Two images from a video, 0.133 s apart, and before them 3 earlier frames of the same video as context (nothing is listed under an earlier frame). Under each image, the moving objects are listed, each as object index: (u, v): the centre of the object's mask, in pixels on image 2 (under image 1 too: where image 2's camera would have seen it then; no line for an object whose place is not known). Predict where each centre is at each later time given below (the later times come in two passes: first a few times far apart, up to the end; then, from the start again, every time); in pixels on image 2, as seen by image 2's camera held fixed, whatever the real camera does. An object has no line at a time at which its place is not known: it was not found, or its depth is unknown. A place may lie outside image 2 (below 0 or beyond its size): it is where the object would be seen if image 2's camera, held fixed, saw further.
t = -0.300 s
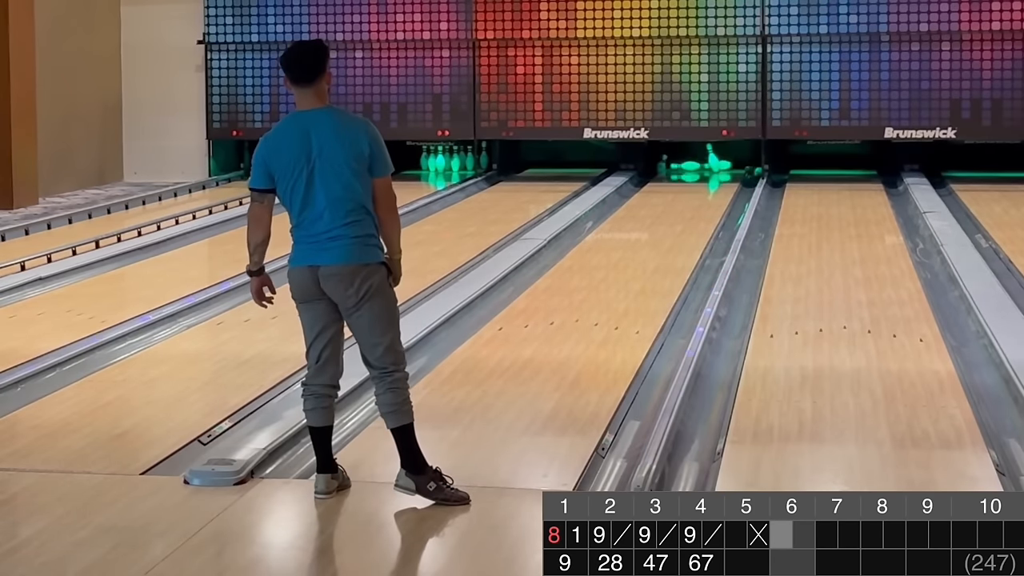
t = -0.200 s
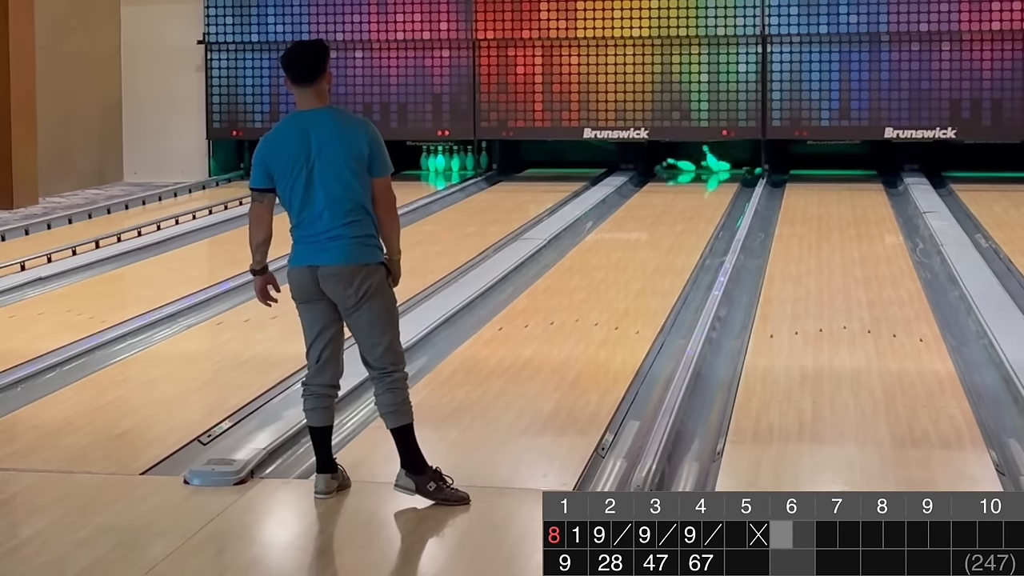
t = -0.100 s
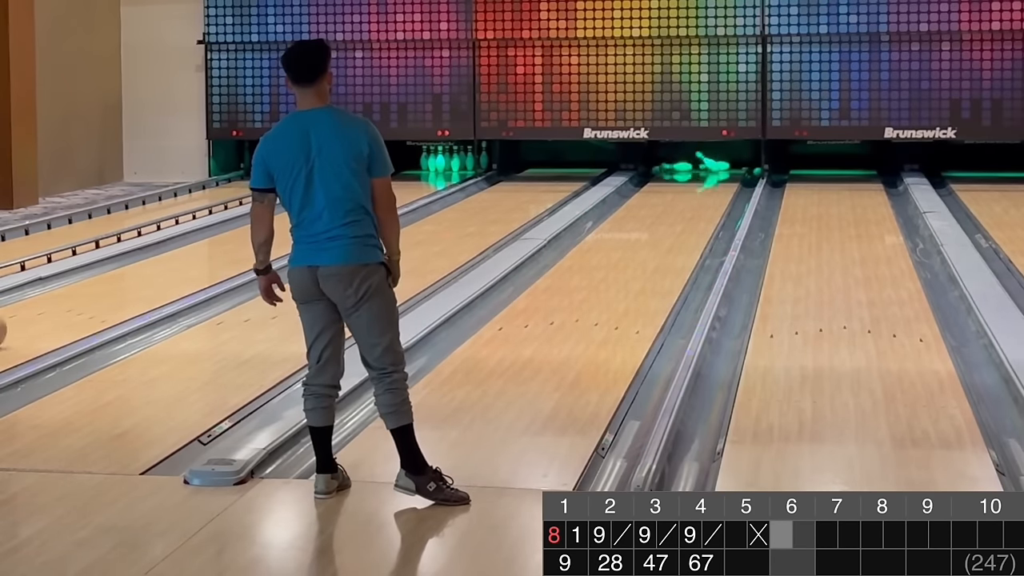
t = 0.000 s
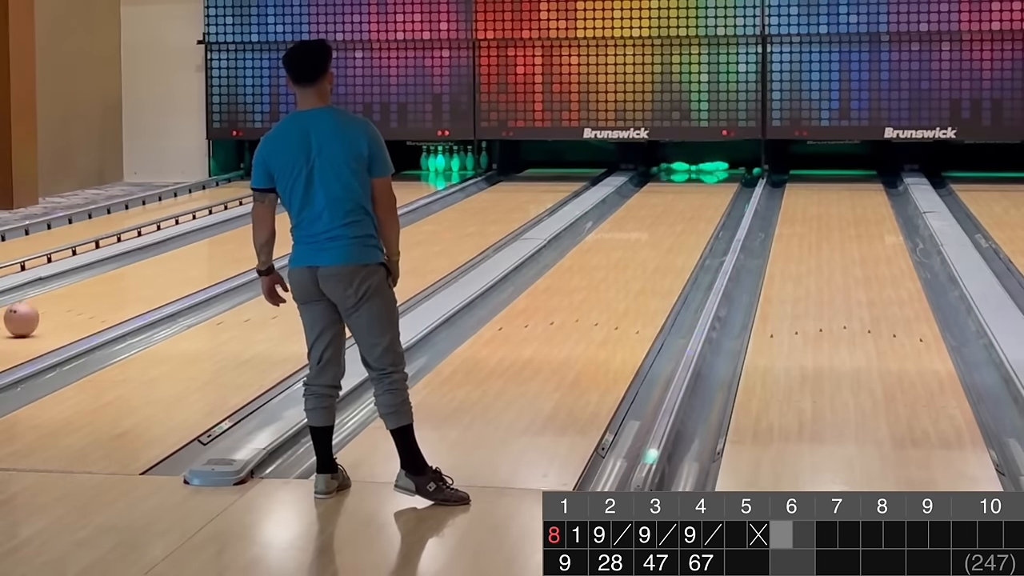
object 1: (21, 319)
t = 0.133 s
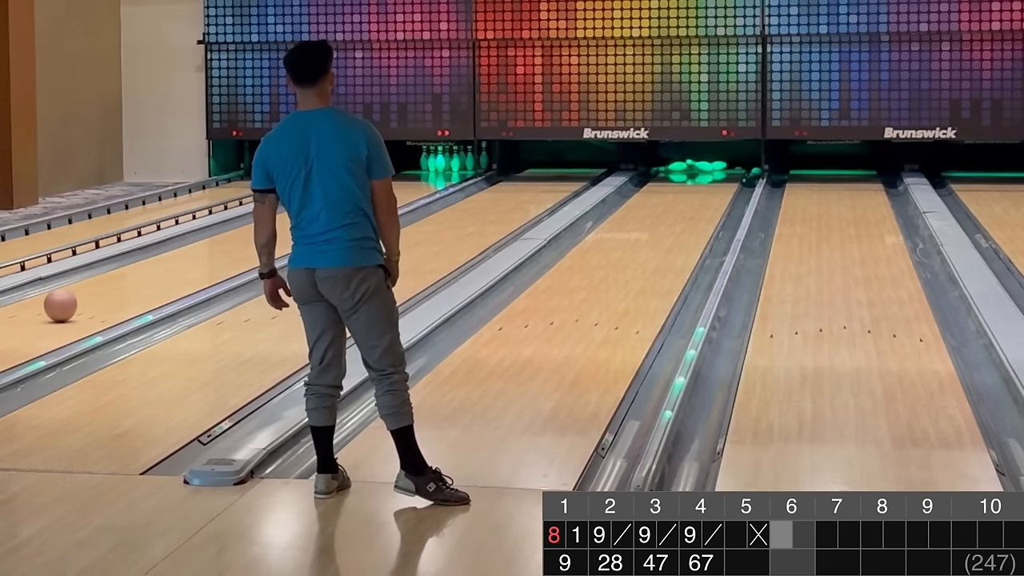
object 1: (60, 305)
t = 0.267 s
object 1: (95, 293)
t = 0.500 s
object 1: (146, 274)
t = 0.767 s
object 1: (193, 257)
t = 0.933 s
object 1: (218, 248)
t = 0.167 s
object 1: (69, 302)
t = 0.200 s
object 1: (78, 299)
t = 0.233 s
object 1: (86, 296)
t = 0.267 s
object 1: (95, 293)
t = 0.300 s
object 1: (103, 290)
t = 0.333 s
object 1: (110, 288)
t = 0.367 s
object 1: (118, 285)
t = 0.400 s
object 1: (125, 282)
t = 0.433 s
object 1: (132, 279)
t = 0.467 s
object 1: (139, 277)
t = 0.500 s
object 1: (146, 274)
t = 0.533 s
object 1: (152, 272)
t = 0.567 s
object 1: (159, 269)
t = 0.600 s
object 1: (165, 267)
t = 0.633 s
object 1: (171, 265)
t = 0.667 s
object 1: (177, 263)
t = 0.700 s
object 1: (182, 261)
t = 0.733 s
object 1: (188, 259)
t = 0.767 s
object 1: (193, 257)
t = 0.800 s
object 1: (199, 255)
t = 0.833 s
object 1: (204, 253)
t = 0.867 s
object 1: (209, 251)
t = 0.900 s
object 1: (214, 249)
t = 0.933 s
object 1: (218, 248)
